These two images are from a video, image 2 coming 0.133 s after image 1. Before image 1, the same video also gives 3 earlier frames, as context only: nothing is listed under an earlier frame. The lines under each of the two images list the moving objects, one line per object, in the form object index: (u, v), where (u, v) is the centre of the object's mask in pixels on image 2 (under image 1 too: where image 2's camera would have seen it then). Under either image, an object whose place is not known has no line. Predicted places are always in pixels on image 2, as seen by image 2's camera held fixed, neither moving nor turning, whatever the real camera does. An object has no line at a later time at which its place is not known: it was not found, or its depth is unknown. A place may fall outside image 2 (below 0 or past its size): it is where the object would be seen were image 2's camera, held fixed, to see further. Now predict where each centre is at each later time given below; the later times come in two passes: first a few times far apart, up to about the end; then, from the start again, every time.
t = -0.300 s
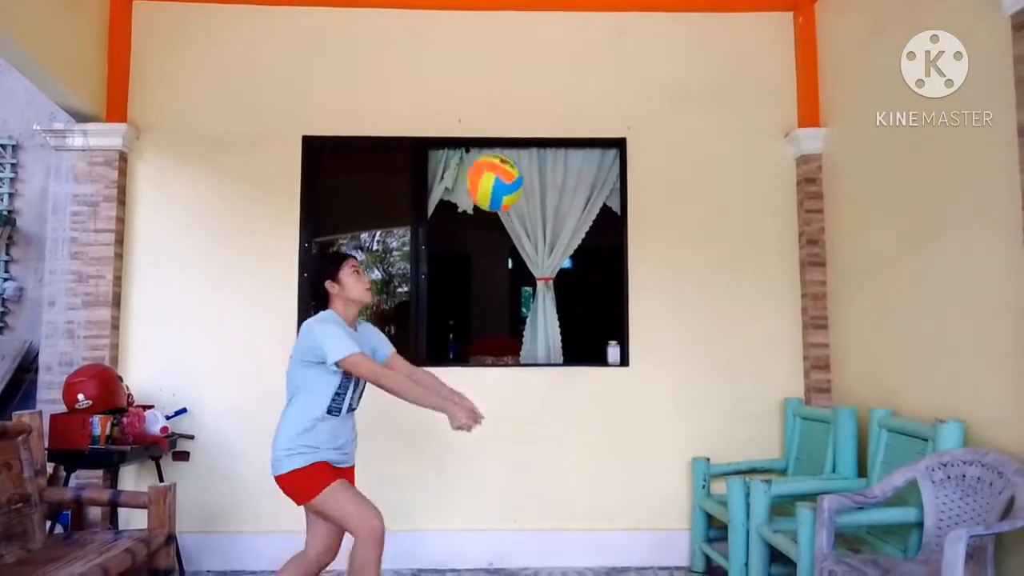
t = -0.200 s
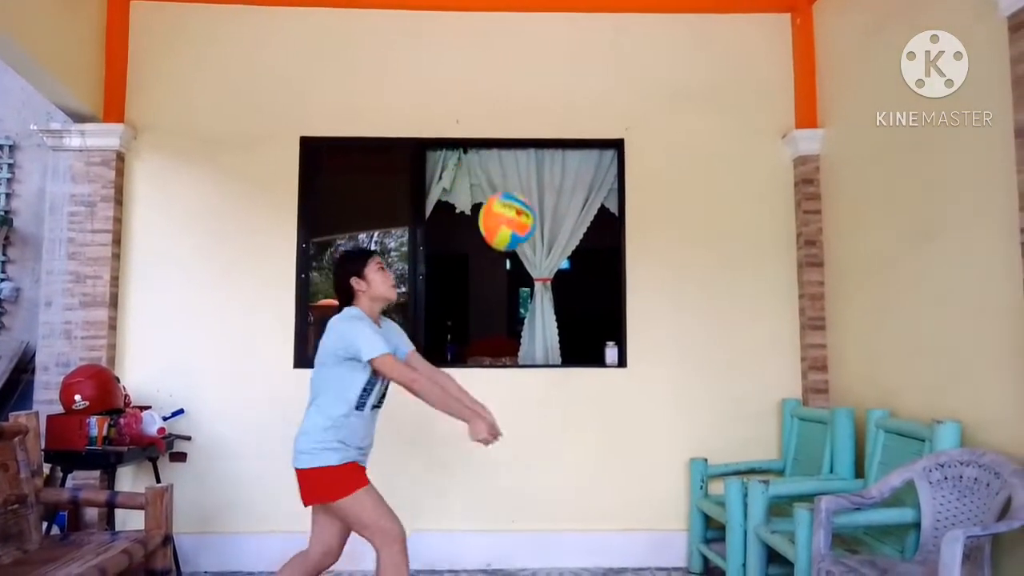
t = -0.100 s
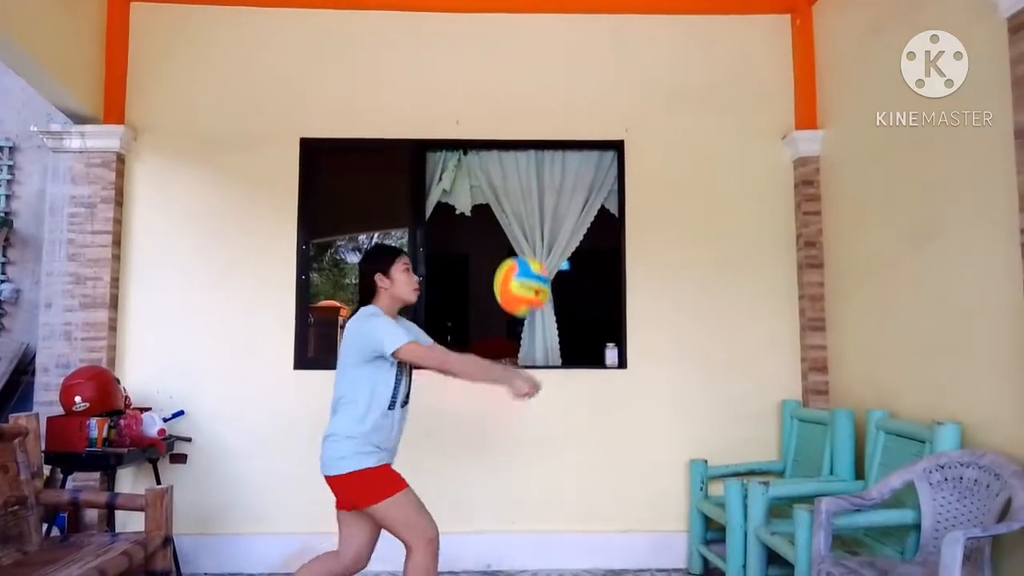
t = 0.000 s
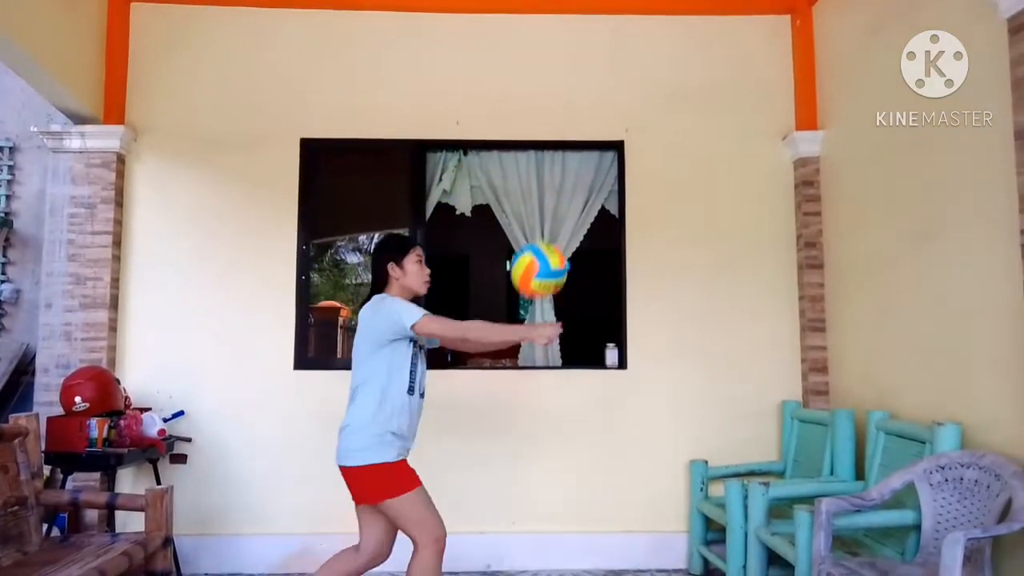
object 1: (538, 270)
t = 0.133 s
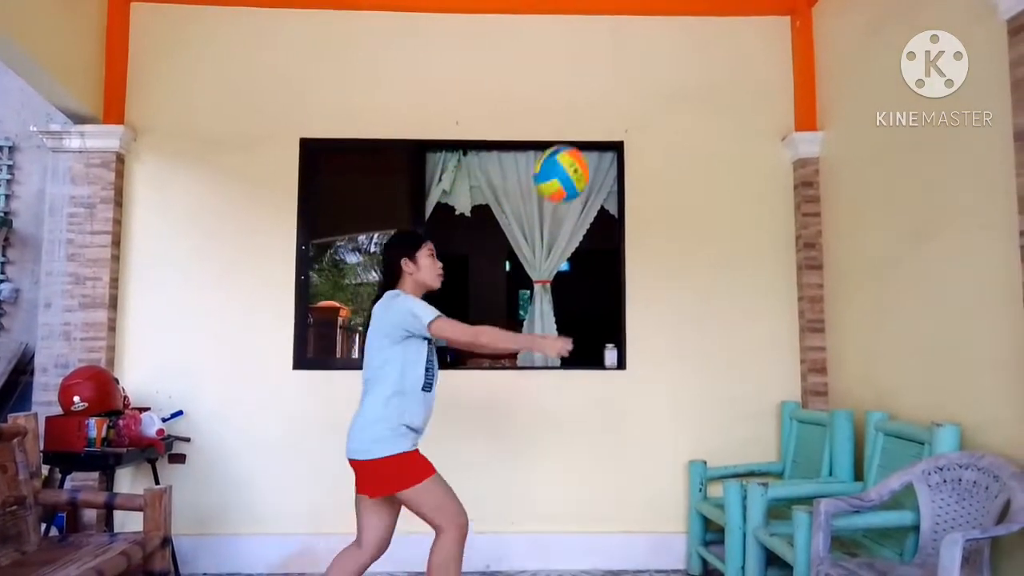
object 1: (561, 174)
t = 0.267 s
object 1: (585, 124)
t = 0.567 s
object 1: (639, 176)
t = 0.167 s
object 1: (567, 158)
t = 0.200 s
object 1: (573, 143)
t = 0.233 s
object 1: (579, 132)
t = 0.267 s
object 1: (585, 124)
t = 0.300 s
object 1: (590, 118)
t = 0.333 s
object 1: (596, 115)
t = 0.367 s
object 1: (603, 115)
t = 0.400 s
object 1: (608, 118)
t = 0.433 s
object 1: (614, 124)
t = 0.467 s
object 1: (620, 133)
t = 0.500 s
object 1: (627, 144)
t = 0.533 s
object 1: (632, 159)
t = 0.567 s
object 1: (639, 176)
